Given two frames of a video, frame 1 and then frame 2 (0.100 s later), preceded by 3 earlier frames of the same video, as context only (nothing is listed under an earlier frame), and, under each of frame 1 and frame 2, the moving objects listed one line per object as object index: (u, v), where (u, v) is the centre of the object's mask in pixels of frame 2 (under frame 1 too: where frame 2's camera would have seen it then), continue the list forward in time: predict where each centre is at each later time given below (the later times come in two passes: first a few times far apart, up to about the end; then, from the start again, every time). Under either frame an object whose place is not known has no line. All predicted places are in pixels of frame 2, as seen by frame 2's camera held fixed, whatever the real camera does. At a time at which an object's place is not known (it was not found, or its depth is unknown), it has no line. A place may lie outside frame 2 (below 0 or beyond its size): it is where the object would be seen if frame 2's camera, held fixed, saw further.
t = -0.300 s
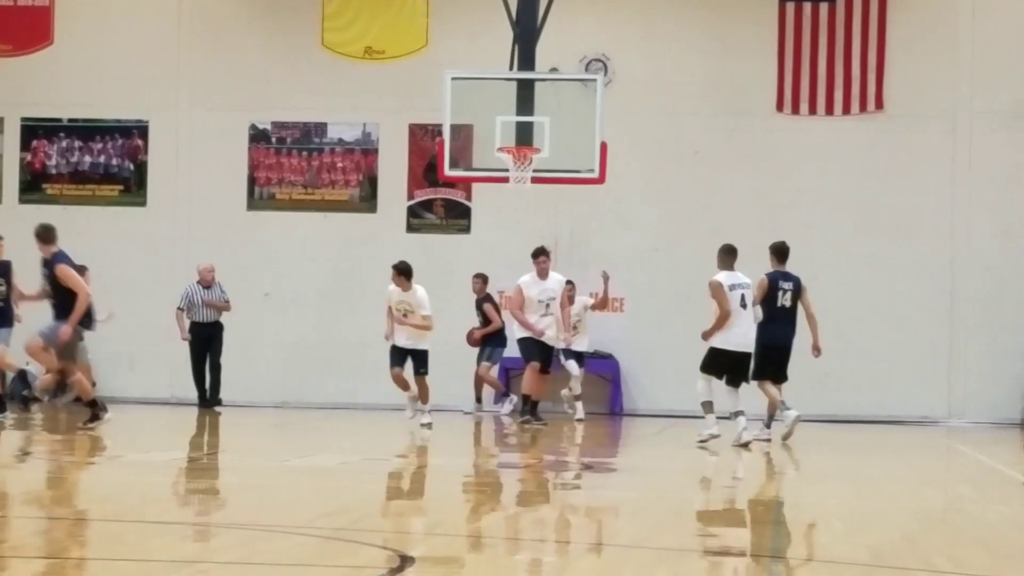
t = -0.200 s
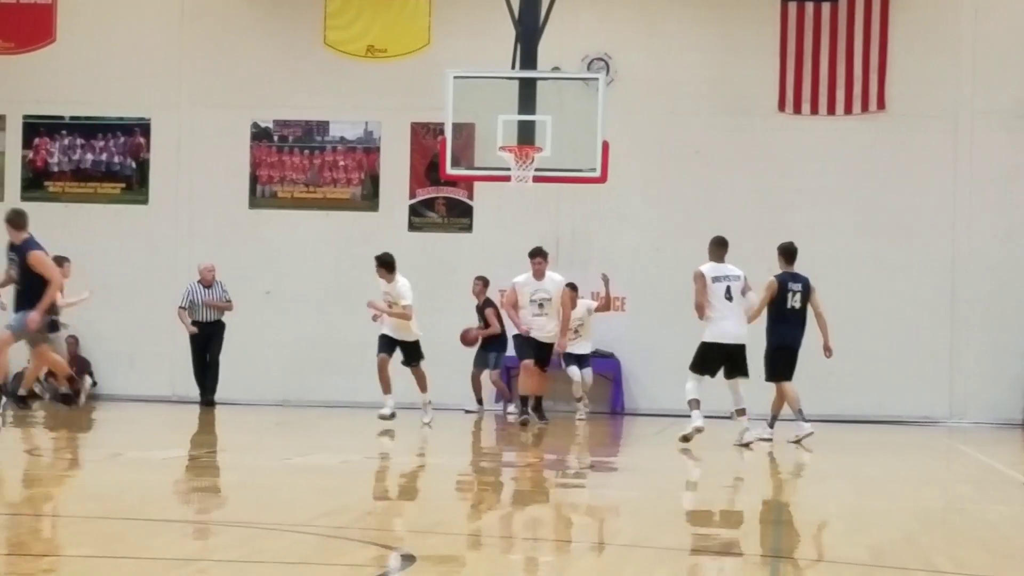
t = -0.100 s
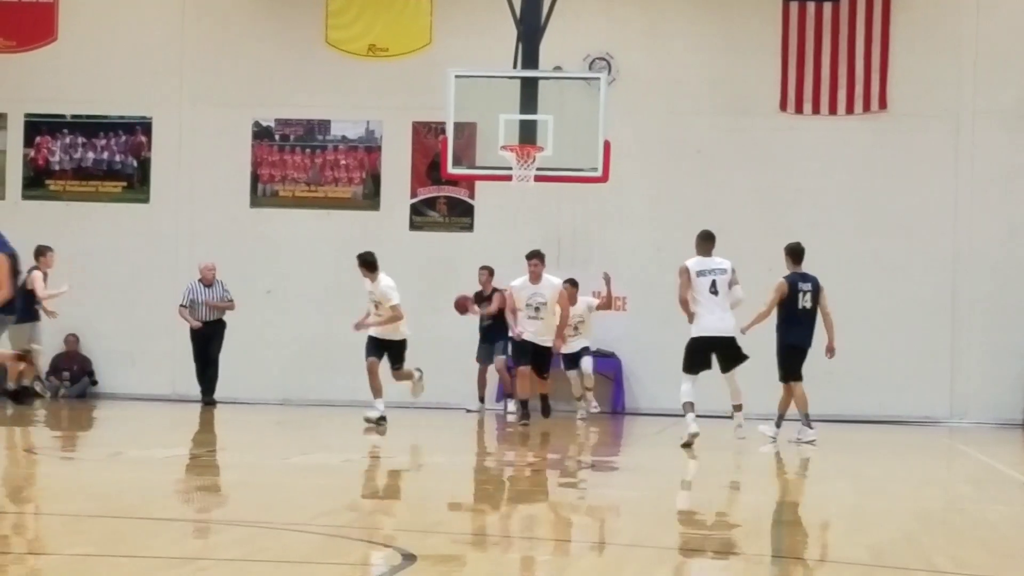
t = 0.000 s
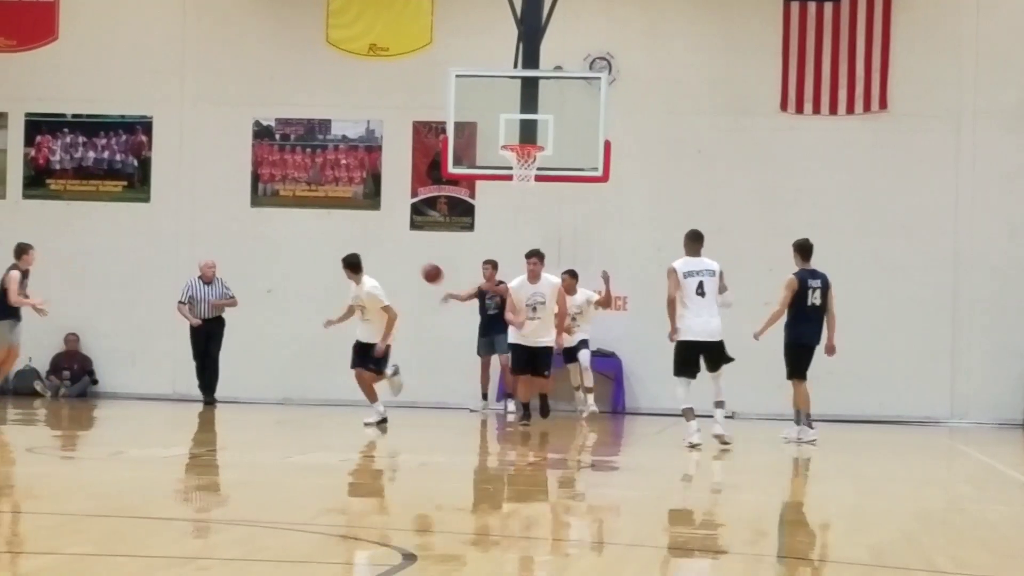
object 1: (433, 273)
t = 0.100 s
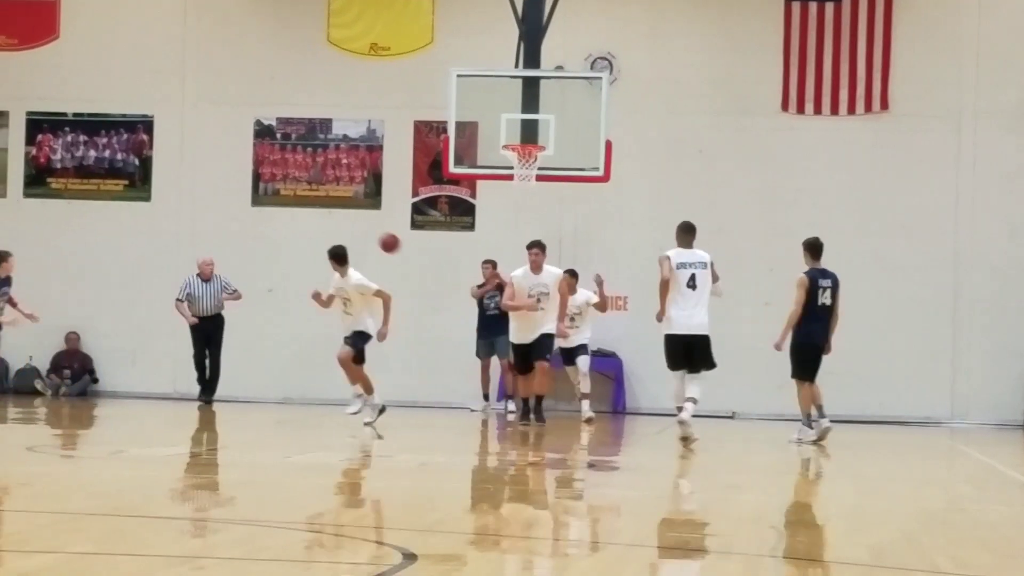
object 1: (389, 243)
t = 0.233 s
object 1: (328, 211)
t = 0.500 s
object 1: (194, 187)
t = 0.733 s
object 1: (61, 214)
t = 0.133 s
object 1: (374, 234)
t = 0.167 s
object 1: (359, 226)
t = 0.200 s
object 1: (344, 219)
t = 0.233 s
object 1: (328, 211)
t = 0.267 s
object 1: (312, 206)
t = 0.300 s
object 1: (296, 202)
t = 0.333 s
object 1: (280, 197)
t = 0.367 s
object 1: (265, 192)
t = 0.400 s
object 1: (247, 191)
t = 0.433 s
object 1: (229, 188)
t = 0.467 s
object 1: (212, 188)
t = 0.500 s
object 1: (194, 187)
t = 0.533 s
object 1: (176, 188)
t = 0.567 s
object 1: (157, 190)
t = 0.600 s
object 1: (140, 192)
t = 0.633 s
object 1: (121, 196)
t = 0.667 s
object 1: (101, 201)
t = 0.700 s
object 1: (81, 206)
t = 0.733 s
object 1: (61, 214)
